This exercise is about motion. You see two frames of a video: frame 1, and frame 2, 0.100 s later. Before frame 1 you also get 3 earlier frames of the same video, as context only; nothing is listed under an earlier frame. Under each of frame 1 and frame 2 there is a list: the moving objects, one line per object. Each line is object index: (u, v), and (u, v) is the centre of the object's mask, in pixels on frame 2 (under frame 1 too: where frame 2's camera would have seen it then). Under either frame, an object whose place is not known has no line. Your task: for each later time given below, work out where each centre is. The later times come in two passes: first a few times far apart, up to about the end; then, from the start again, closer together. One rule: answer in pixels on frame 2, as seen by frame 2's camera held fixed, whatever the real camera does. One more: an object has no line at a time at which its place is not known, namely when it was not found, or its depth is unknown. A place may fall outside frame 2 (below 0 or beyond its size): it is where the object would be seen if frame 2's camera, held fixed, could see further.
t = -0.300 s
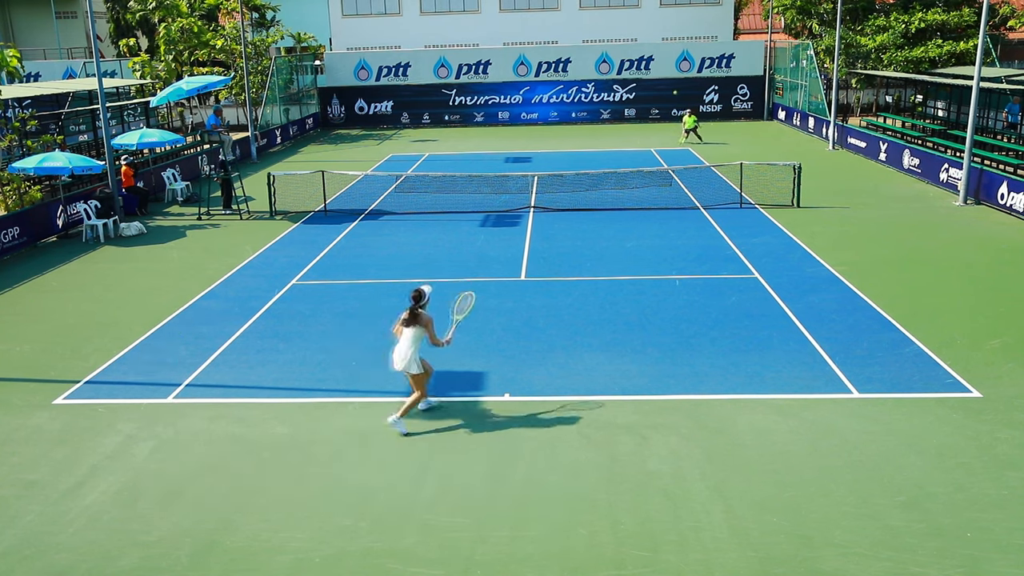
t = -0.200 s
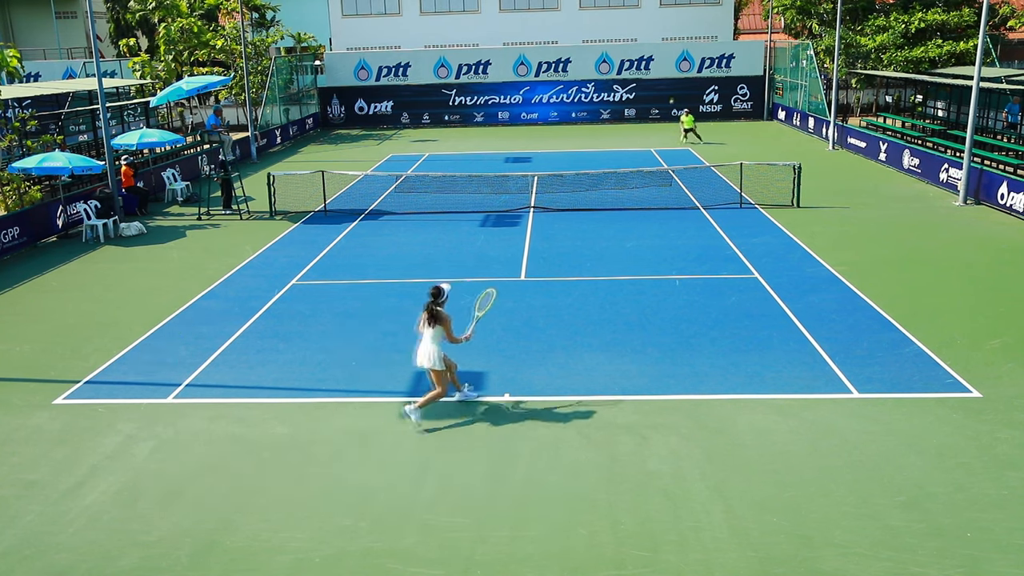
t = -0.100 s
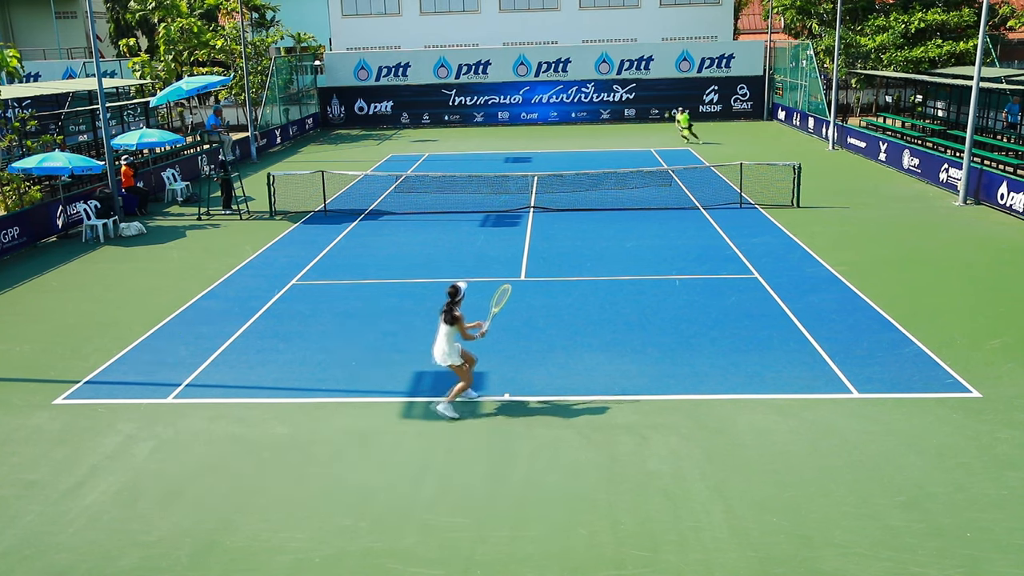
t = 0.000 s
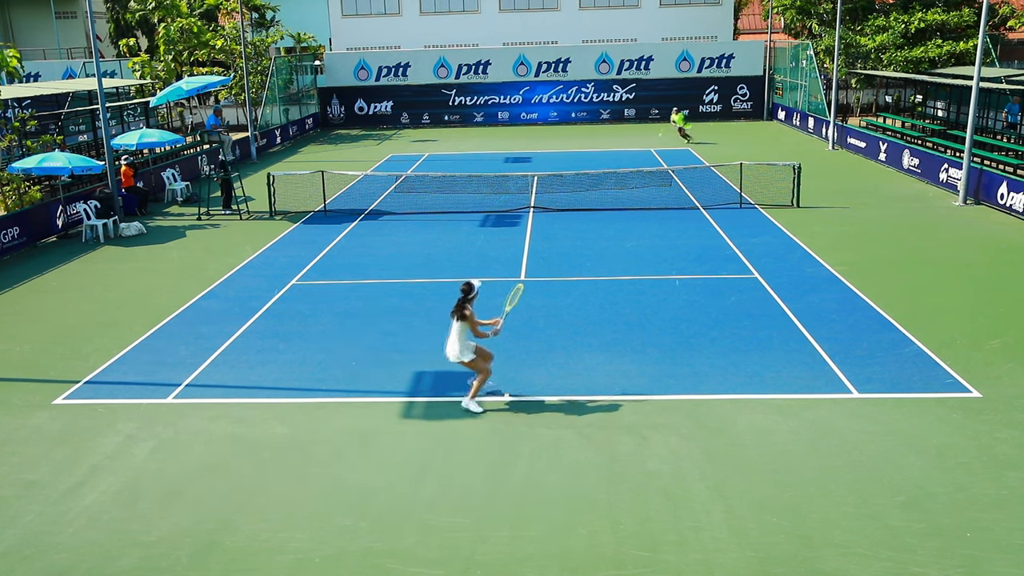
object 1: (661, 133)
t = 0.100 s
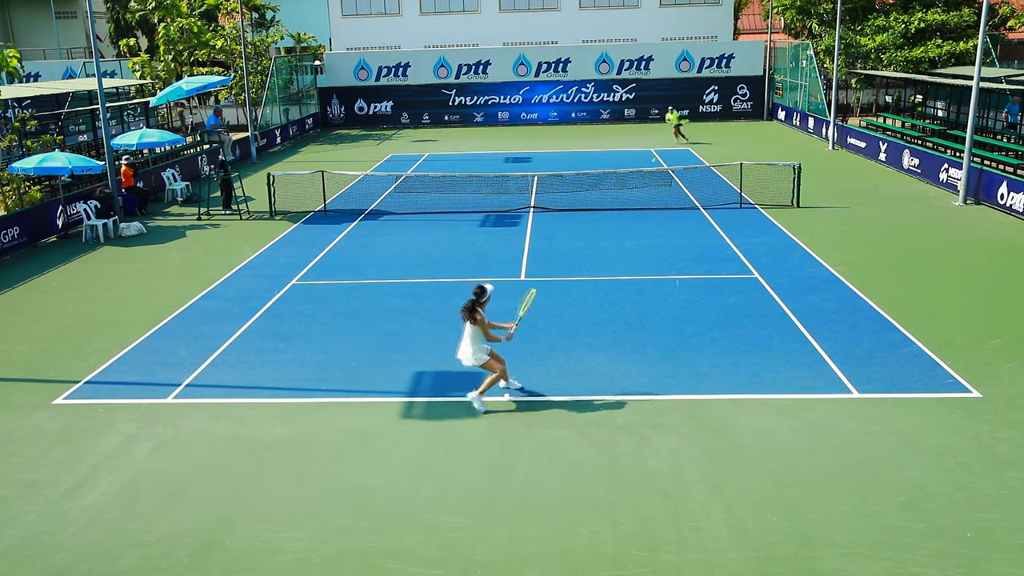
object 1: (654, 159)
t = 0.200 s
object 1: (645, 193)
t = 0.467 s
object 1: (614, 321)
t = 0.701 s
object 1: (592, 305)
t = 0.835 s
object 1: (578, 302)
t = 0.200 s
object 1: (645, 193)
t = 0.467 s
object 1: (614, 321)
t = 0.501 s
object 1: (610, 333)
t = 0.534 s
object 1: (607, 328)
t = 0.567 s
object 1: (604, 322)
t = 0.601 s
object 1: (601, 317)
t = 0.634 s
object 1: (598, 312)
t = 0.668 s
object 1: (595, 309)
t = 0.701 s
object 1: (592, 305)
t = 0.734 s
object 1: (588, 303)
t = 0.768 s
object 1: (585, 302)
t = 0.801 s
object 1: (582, 301)
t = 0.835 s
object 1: (578, 302)
